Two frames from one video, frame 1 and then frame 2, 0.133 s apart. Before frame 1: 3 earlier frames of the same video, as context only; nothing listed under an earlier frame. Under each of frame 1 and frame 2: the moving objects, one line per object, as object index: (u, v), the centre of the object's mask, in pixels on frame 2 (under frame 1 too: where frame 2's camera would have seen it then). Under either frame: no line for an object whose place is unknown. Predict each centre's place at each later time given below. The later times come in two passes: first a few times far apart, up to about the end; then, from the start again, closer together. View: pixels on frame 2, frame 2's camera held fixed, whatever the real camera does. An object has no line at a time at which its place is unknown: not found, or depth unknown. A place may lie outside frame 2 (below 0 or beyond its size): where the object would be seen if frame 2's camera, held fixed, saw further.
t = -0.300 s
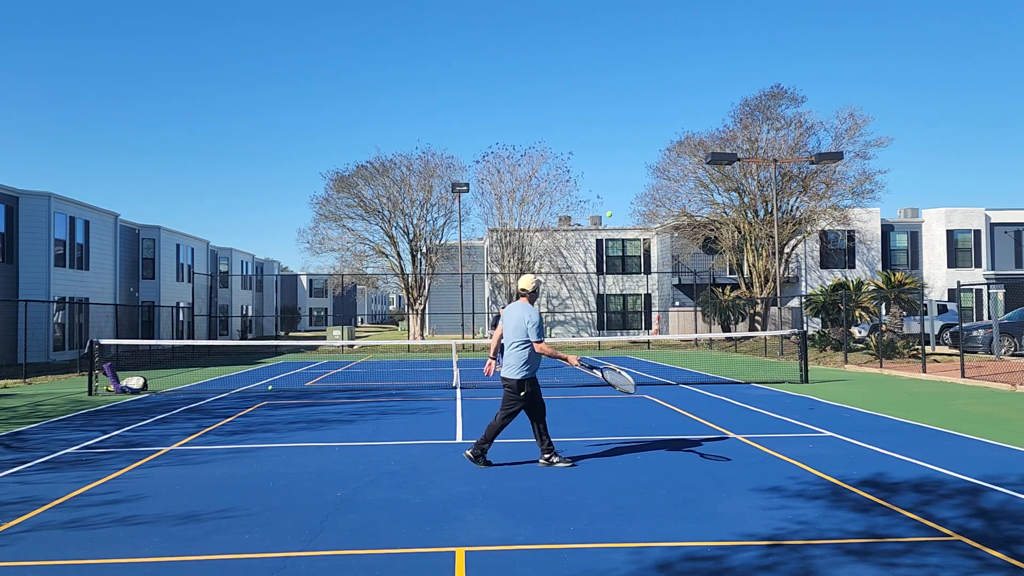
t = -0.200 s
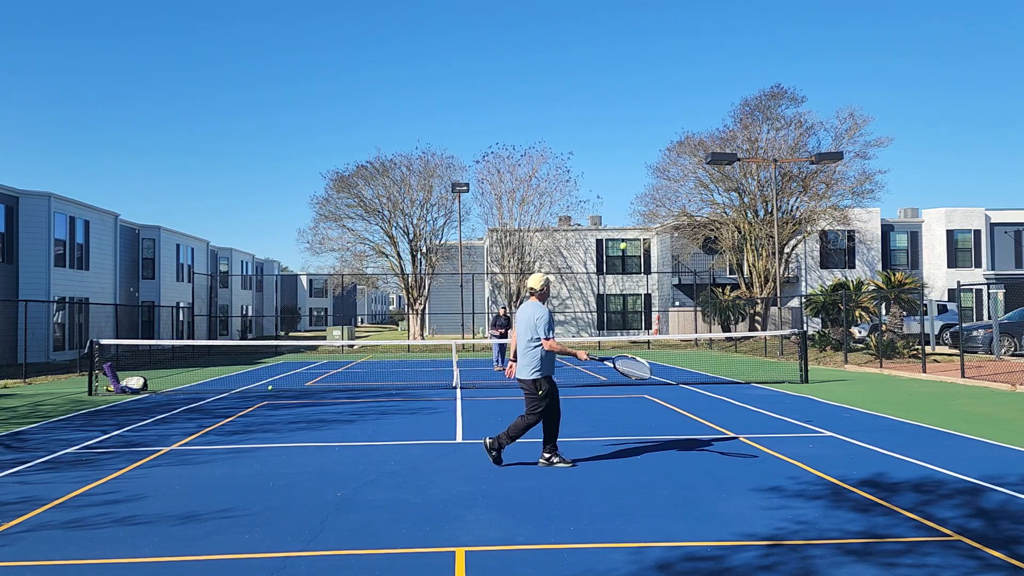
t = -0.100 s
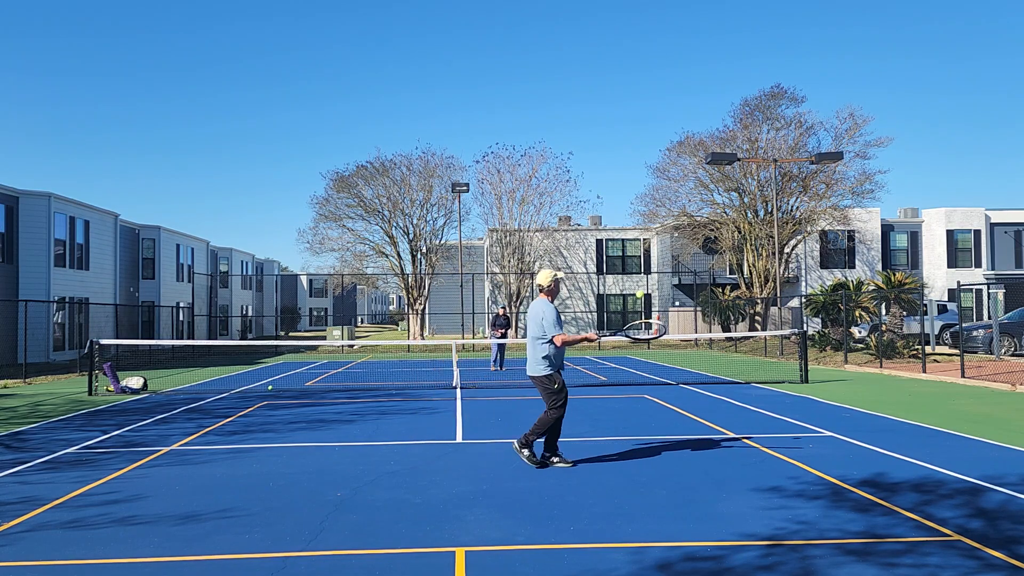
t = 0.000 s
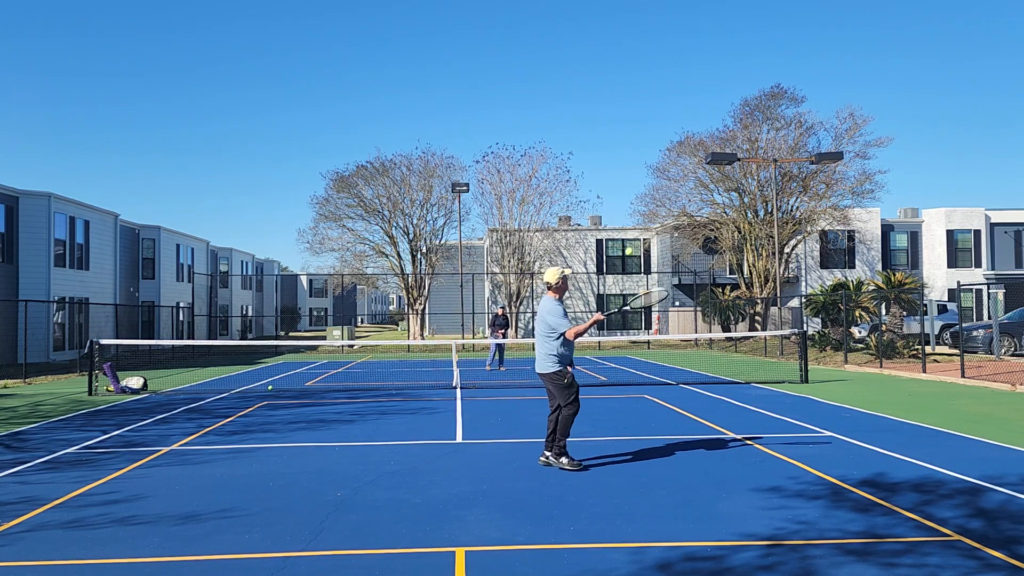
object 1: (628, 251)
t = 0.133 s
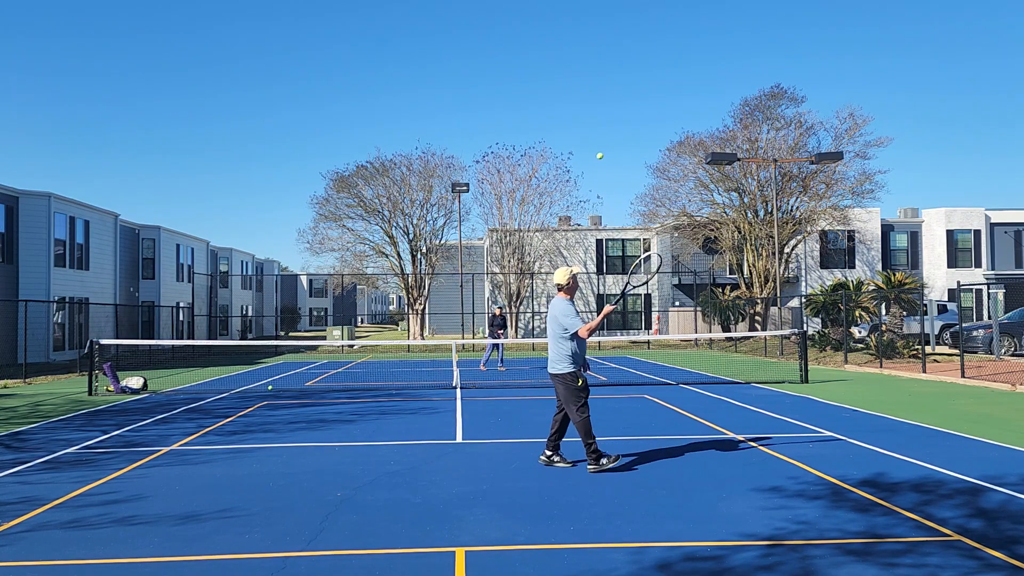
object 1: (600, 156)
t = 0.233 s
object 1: (581, 106)
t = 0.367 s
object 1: (560, 61)
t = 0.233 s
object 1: (581, 106)
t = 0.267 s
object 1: (576, 92)
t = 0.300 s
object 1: (570, 80)
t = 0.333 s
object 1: (565, 70)
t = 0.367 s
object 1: (560, 61)
